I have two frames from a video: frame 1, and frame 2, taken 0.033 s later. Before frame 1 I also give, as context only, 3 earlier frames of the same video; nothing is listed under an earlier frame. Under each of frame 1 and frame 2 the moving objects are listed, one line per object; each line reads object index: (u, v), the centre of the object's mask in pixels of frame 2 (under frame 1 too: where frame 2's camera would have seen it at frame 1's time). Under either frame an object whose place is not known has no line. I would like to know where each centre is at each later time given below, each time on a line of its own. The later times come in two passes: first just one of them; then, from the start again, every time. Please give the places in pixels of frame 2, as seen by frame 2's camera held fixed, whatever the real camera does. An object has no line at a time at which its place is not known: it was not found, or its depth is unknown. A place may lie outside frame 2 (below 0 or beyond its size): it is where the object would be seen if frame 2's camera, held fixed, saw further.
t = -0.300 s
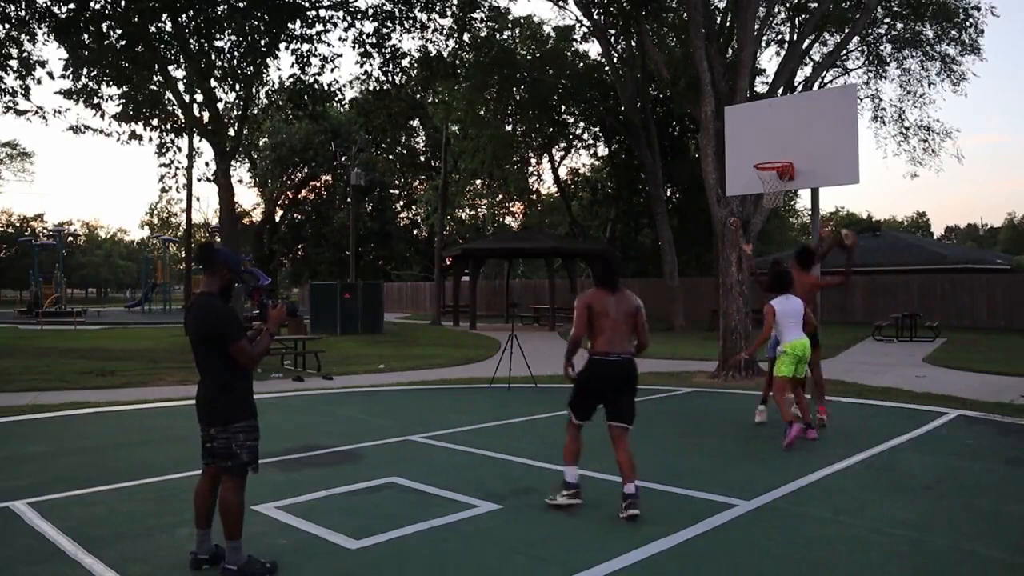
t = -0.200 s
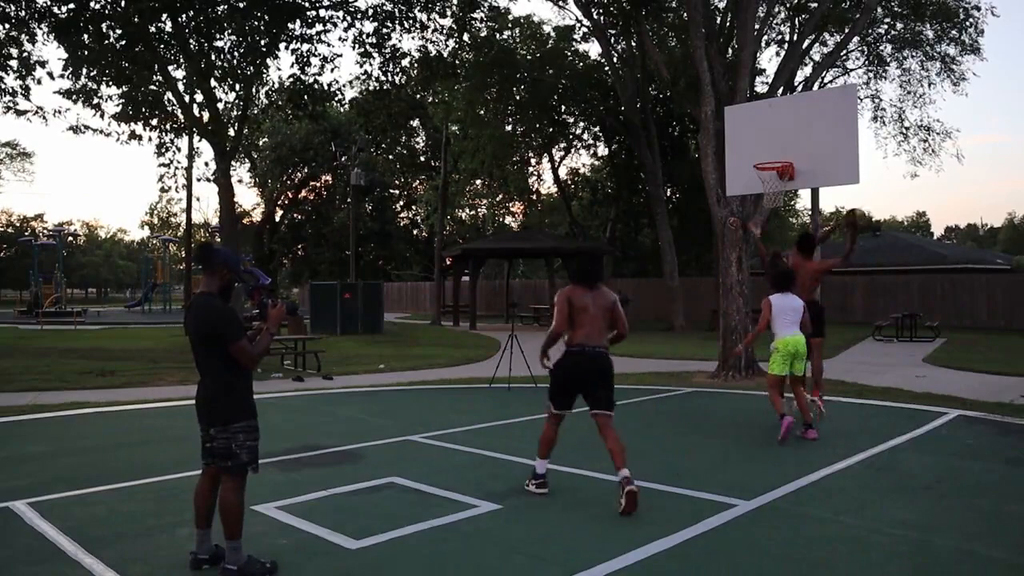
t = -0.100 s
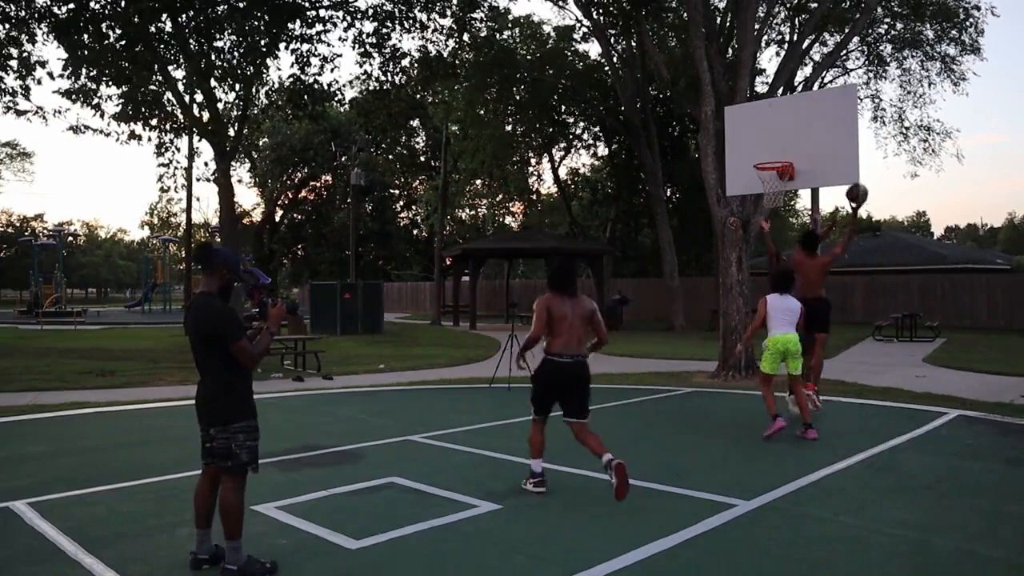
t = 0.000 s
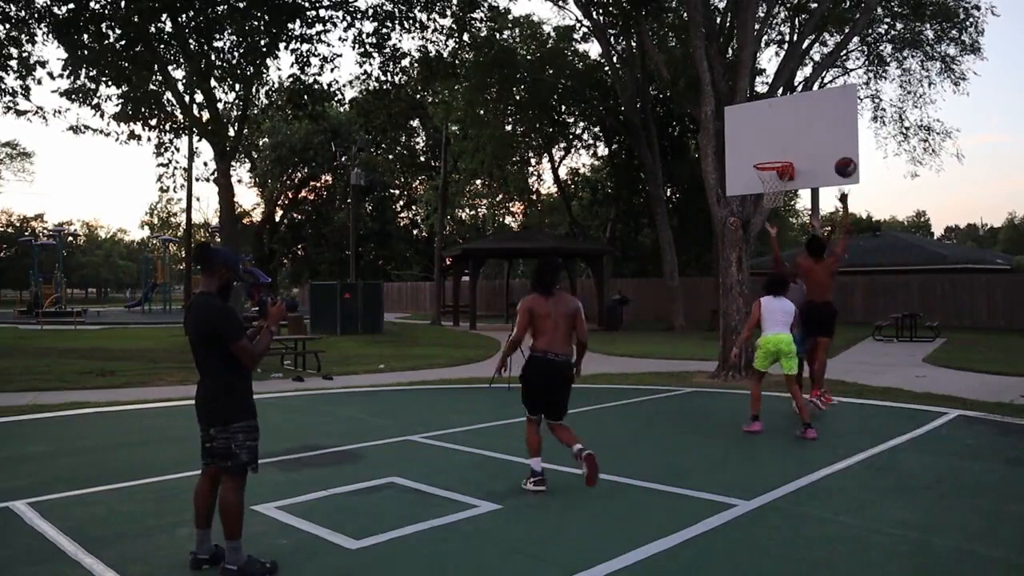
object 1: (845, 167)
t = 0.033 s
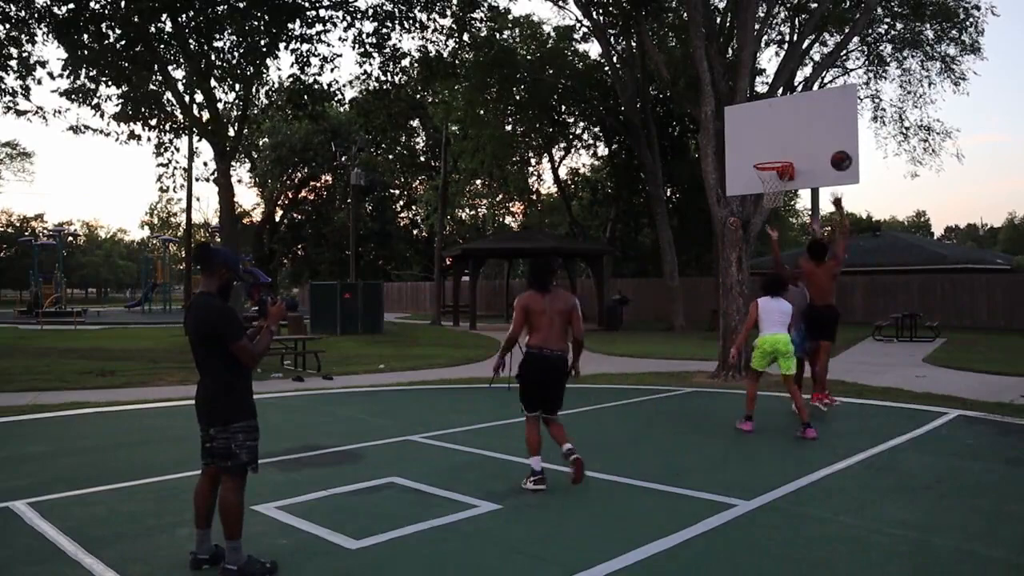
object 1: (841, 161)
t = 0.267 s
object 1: (813, 142)
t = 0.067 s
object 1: (837, 155)
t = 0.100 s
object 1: (833, 151)
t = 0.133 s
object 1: (828, 147)
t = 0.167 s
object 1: (824, 144)
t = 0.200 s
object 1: (821, 143)
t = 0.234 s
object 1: (818, 143)
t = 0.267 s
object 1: (813, 142)
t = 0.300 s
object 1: (807, 142)
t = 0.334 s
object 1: (802, 143)
